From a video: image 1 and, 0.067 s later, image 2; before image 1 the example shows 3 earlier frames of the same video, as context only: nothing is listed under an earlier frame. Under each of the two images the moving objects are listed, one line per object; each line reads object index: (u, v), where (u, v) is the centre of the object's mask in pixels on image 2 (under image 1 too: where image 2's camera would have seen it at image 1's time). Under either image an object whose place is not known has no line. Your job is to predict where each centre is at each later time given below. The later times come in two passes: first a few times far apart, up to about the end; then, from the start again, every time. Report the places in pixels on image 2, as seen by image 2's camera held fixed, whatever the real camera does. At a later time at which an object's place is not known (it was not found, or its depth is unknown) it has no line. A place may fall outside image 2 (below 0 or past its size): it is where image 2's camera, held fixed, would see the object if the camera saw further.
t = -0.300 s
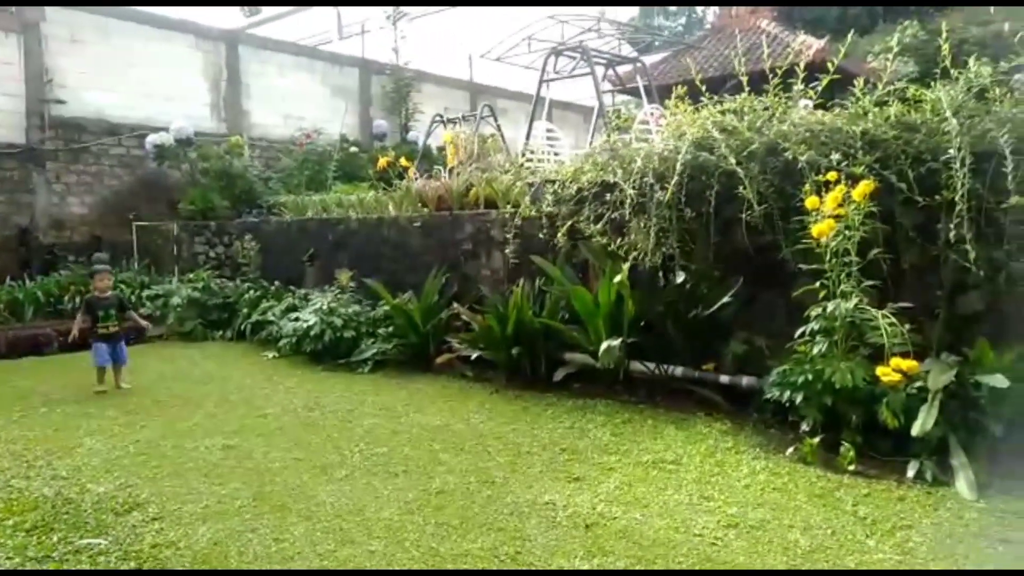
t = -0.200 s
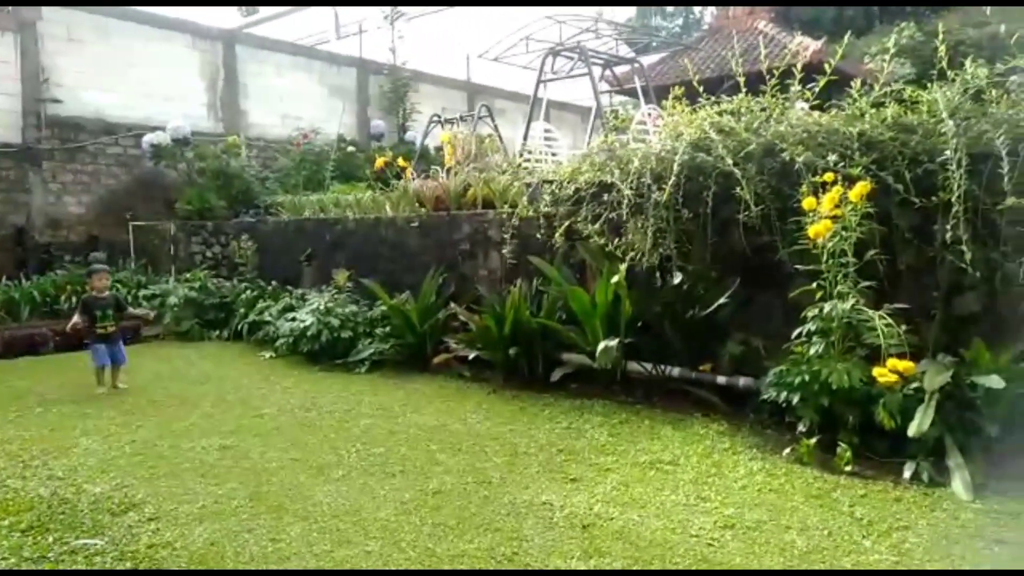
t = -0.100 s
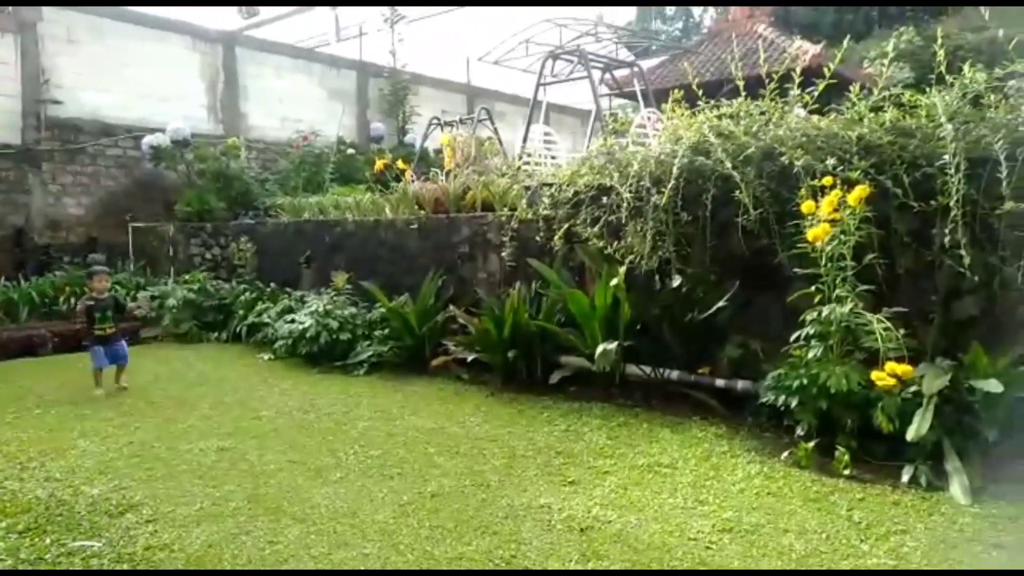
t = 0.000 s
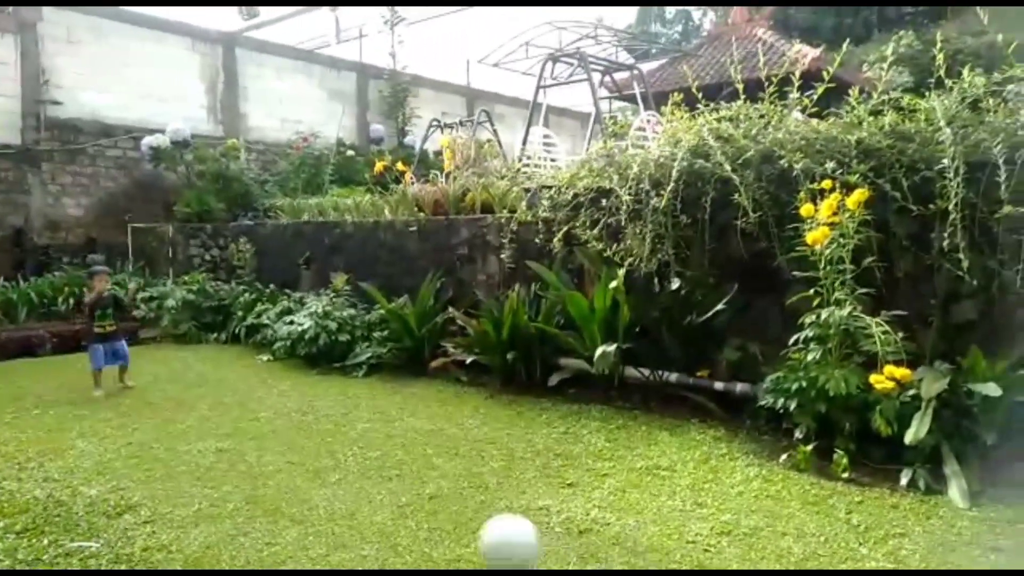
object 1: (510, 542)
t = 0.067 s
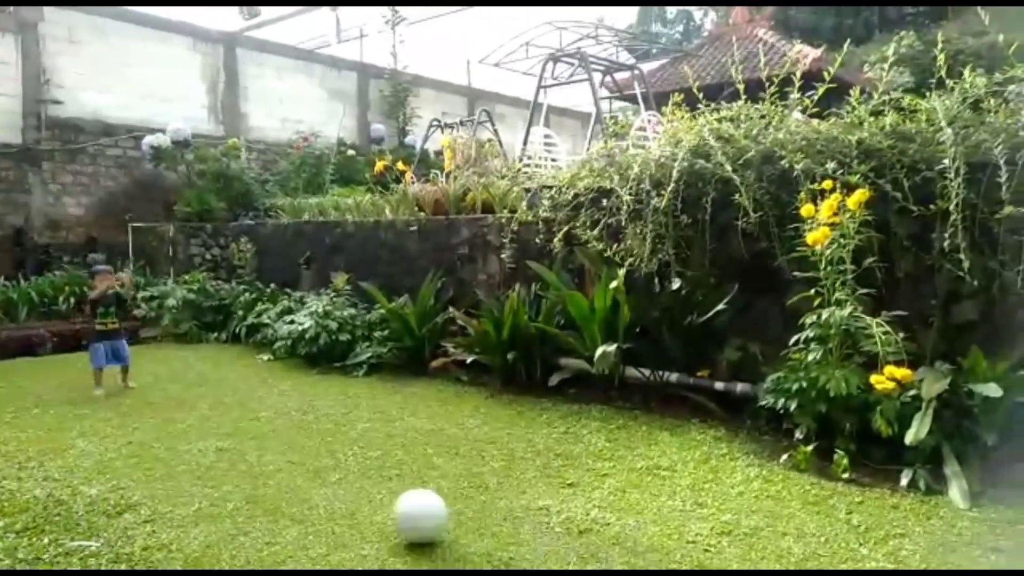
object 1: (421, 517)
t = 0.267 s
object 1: (258, 463)
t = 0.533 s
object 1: (147, 424)
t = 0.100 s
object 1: (384, 505)
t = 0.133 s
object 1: (352, 494)
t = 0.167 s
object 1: (325, 485)
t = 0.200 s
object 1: (301, 476)
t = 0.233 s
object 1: (280, 468)
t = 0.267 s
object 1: (258, 463)
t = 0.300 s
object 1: (240, 457)
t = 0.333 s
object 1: (224, 451)
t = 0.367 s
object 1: (210, 446)
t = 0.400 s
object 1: (196, 442)
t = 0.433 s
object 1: (182, 437)
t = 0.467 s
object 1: (169, 434)
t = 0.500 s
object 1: (157, 429)
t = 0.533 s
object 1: (147, 424)
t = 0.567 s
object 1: (136, 421)
